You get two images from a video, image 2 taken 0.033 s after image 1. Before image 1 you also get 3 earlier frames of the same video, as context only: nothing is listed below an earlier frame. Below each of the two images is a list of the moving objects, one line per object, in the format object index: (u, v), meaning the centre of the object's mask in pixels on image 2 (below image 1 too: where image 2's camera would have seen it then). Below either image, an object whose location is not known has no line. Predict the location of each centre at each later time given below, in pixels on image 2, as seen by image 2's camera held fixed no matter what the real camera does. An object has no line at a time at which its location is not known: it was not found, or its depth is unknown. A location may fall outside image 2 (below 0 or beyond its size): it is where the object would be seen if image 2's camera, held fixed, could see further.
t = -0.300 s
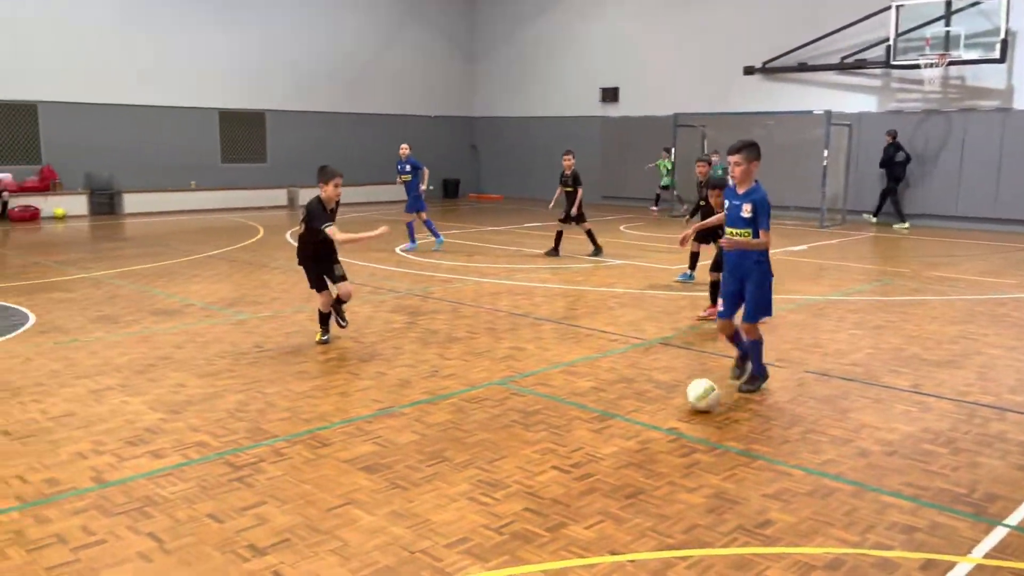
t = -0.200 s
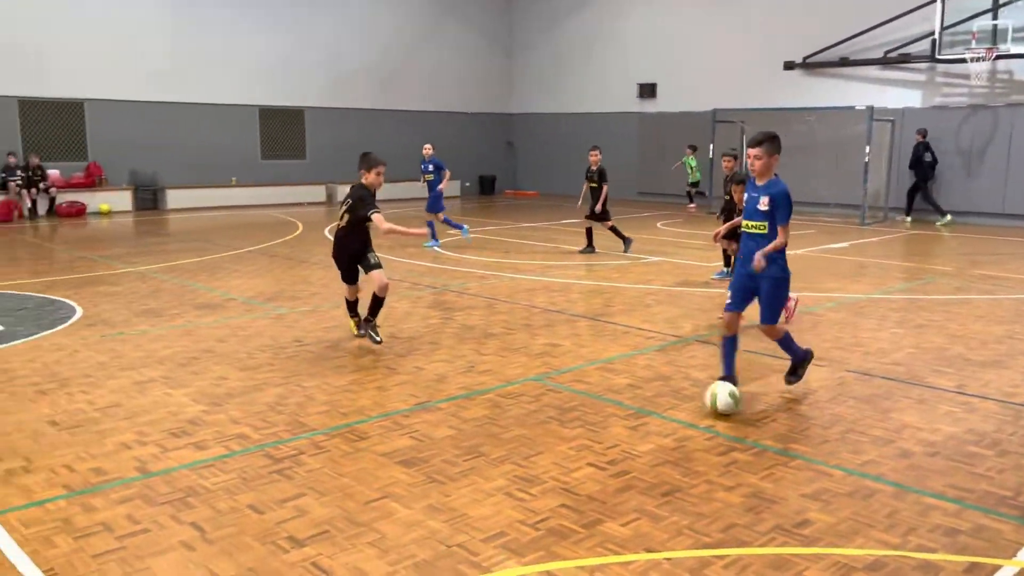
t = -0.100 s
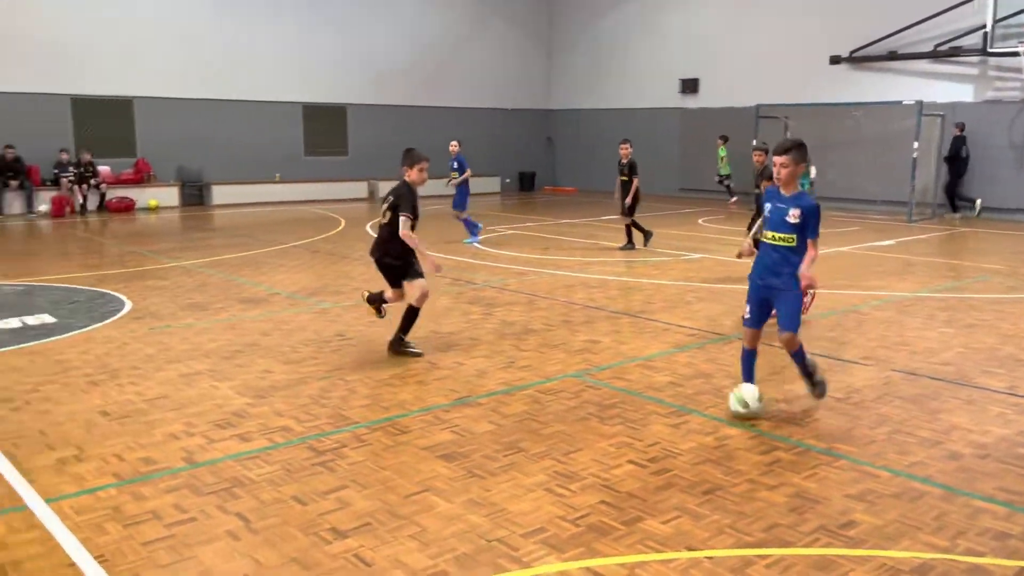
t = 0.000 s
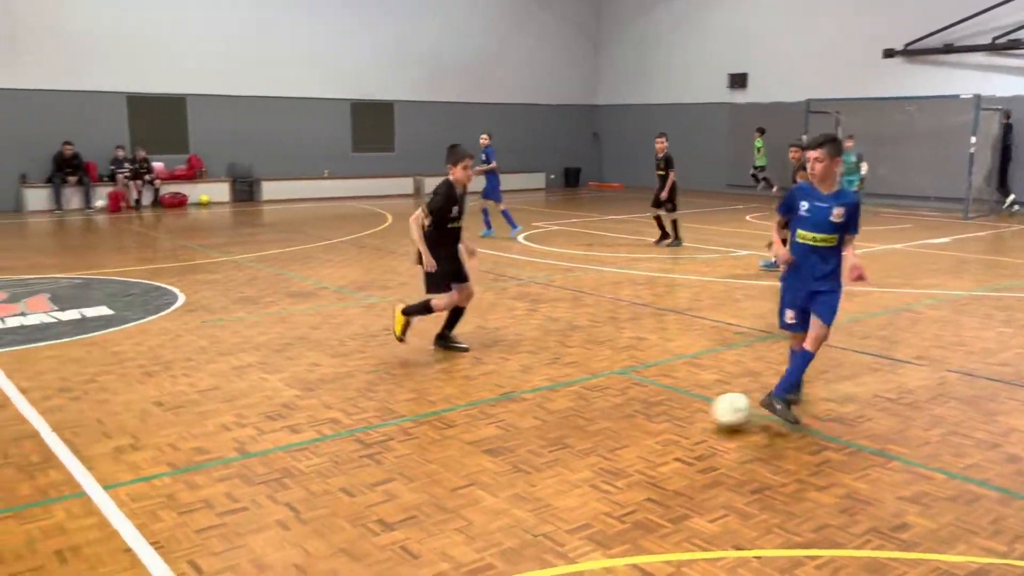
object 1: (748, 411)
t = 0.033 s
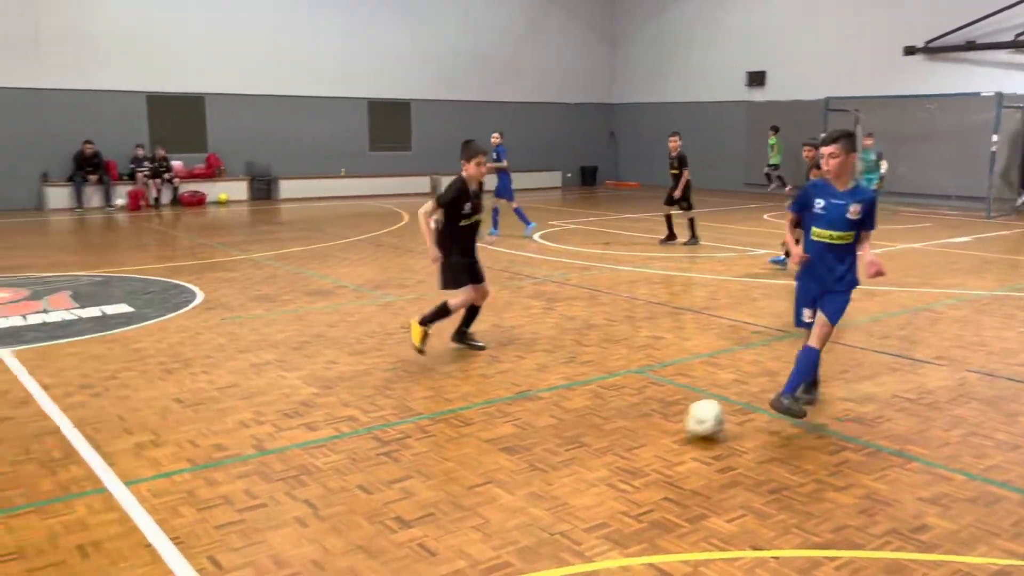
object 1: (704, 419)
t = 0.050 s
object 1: (684, 423)
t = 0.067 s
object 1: (660, 427)
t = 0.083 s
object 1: (635, 432)
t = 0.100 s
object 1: (613, 436)
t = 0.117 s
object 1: (589, 440)
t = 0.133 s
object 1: (565, 446)
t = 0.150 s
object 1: (540, 451)
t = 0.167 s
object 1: (513, 455)
